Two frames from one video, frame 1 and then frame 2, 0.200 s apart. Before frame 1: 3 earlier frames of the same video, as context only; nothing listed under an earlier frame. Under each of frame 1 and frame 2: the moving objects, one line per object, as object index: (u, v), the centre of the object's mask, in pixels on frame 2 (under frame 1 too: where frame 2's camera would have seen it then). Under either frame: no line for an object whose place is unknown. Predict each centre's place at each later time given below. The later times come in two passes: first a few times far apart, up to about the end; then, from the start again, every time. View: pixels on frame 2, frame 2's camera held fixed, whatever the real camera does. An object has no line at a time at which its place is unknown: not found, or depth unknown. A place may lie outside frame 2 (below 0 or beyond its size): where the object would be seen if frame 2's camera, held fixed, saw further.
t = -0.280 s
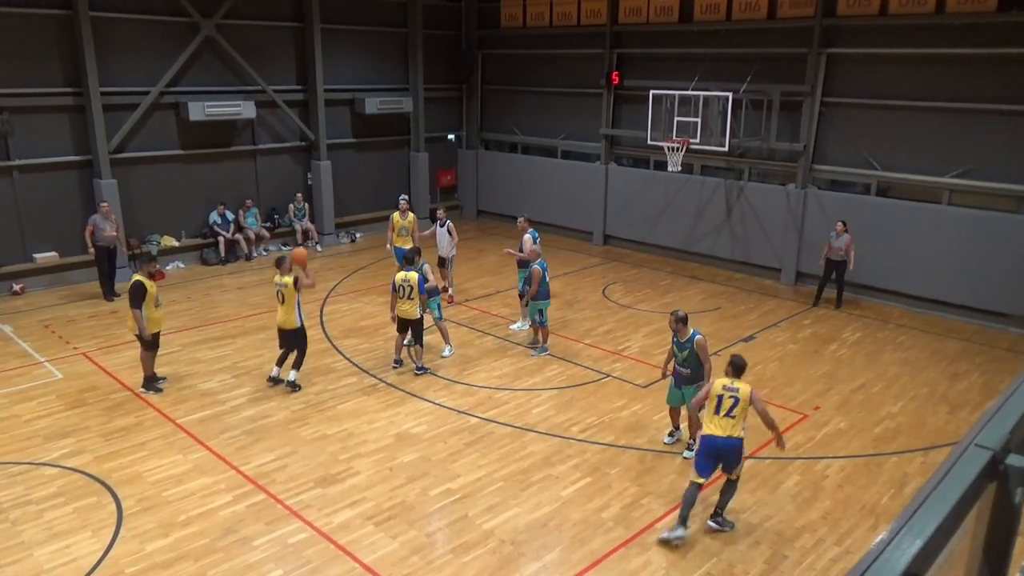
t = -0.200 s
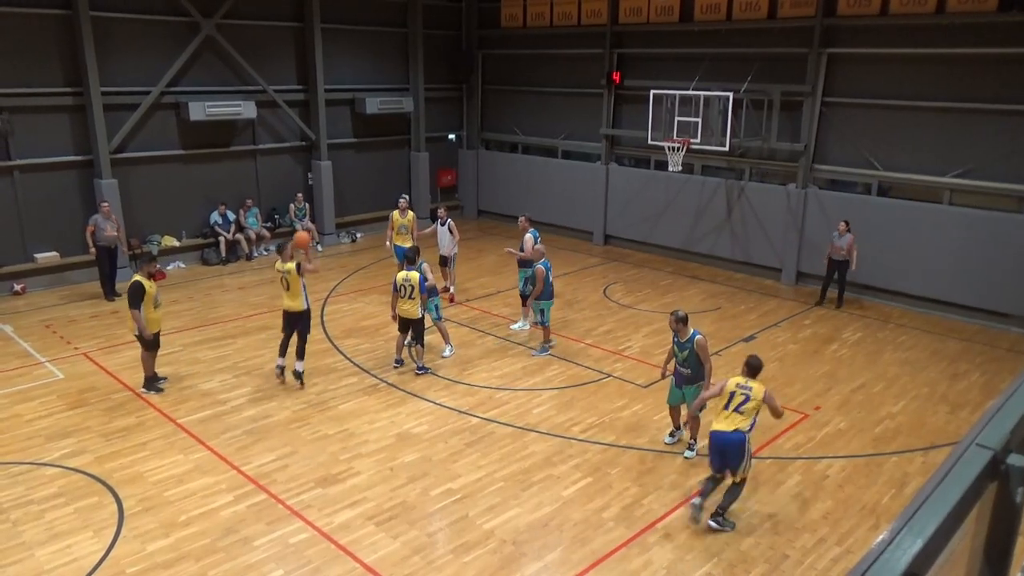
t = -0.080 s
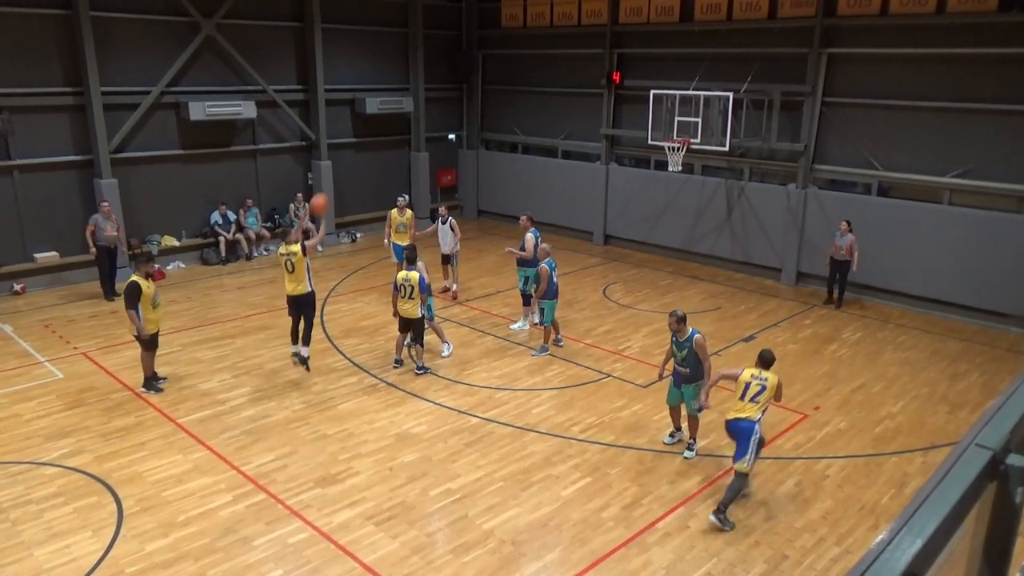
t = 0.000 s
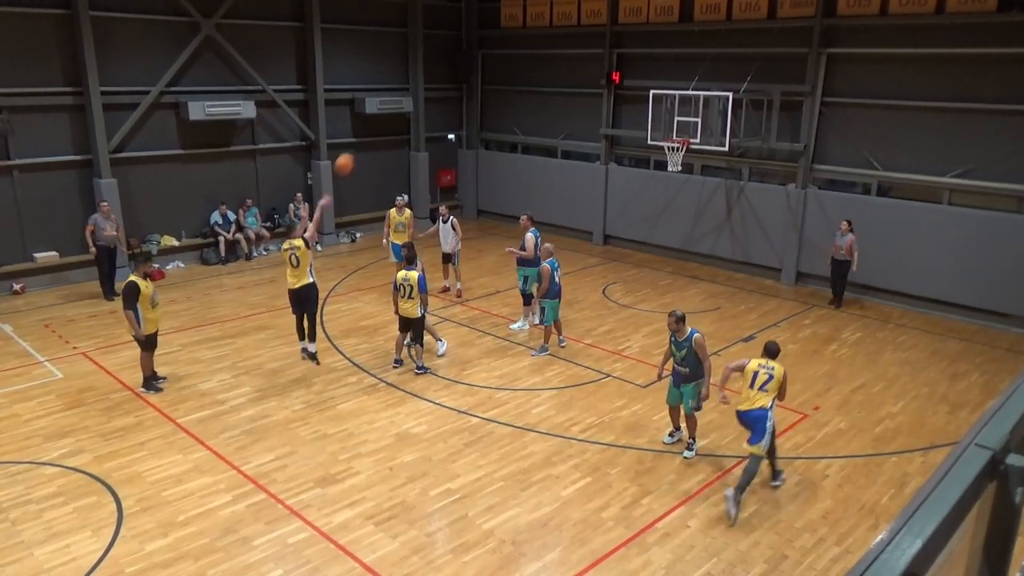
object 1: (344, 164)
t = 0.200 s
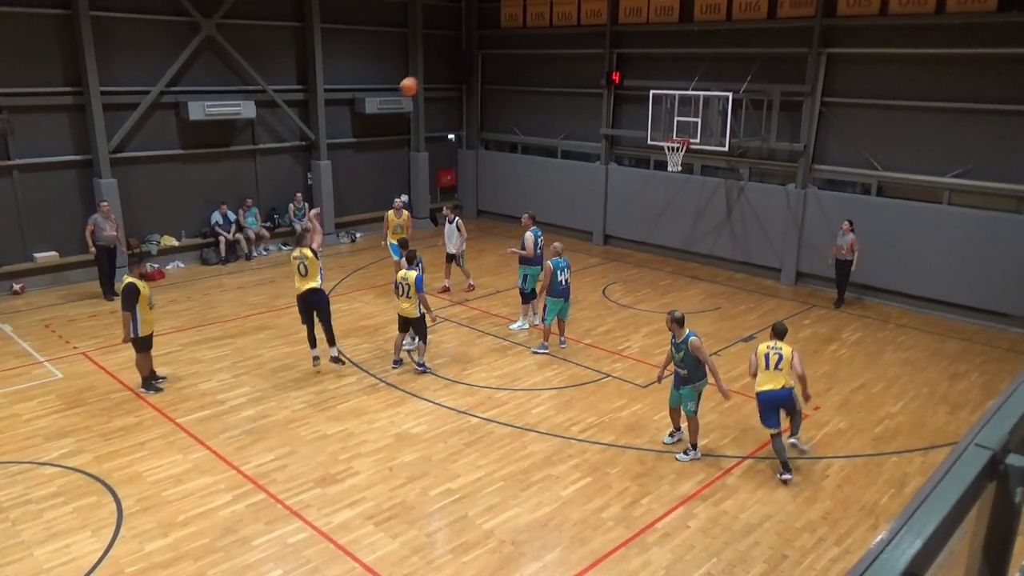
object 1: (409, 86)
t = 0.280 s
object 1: (433, 65)
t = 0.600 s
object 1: (521, 27)
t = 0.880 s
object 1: (586, 47)
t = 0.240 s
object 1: (421, 75)
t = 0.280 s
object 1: (433, 65)
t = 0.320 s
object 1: (445, 56)
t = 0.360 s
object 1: (456, 49)
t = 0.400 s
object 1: (468, 42)
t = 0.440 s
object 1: (478, 37)
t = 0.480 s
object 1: (490, 33)
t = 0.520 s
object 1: (500, 30)
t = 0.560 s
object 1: (511, 28)
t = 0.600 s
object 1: (521, 27)
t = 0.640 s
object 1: (531, 27)
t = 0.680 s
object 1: (541, 28)
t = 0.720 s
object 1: (550, 30)
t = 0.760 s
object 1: (559, 33)
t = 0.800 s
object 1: (568, 37)
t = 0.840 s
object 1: (577, 42)
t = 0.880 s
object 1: (586, 47)
